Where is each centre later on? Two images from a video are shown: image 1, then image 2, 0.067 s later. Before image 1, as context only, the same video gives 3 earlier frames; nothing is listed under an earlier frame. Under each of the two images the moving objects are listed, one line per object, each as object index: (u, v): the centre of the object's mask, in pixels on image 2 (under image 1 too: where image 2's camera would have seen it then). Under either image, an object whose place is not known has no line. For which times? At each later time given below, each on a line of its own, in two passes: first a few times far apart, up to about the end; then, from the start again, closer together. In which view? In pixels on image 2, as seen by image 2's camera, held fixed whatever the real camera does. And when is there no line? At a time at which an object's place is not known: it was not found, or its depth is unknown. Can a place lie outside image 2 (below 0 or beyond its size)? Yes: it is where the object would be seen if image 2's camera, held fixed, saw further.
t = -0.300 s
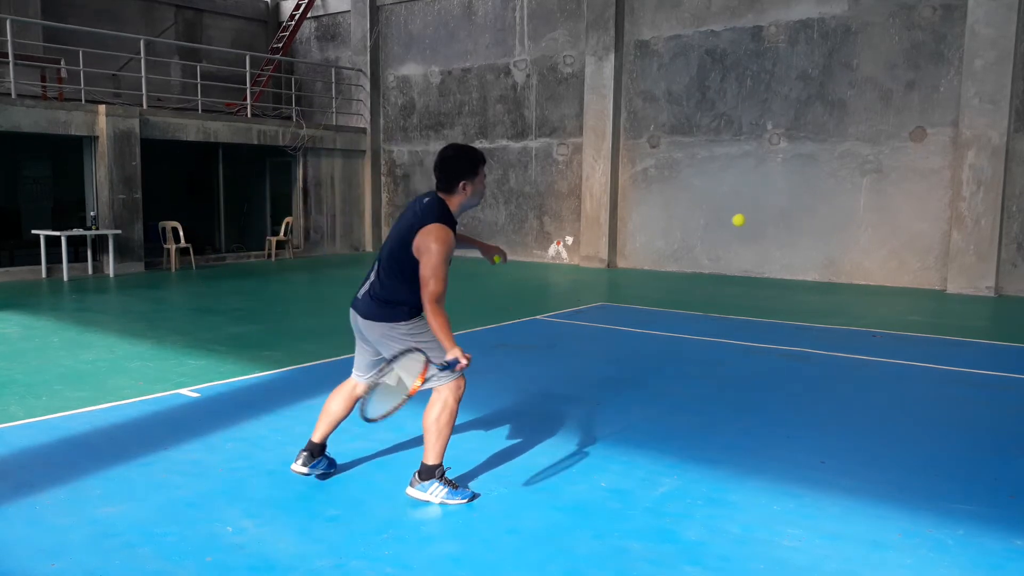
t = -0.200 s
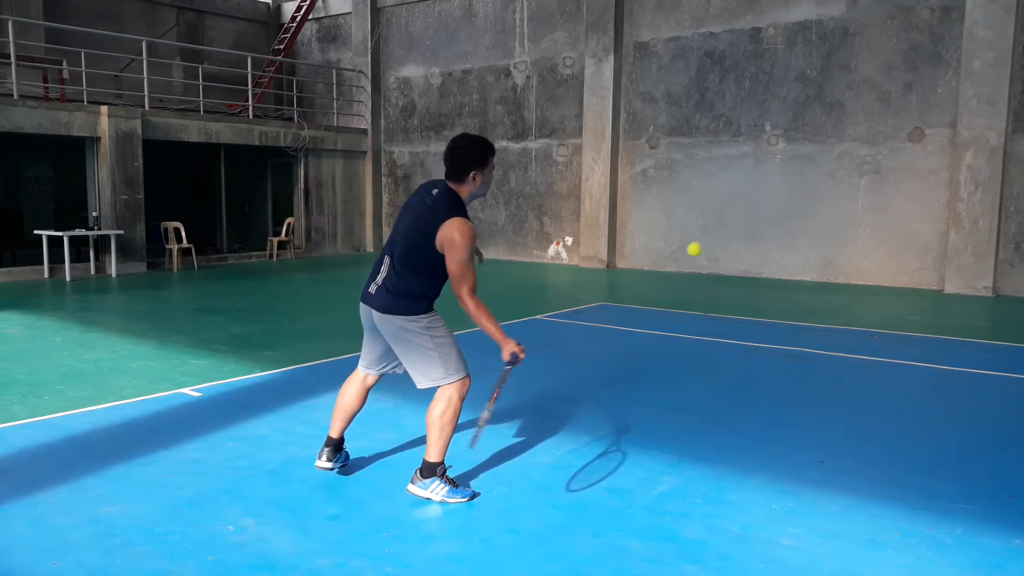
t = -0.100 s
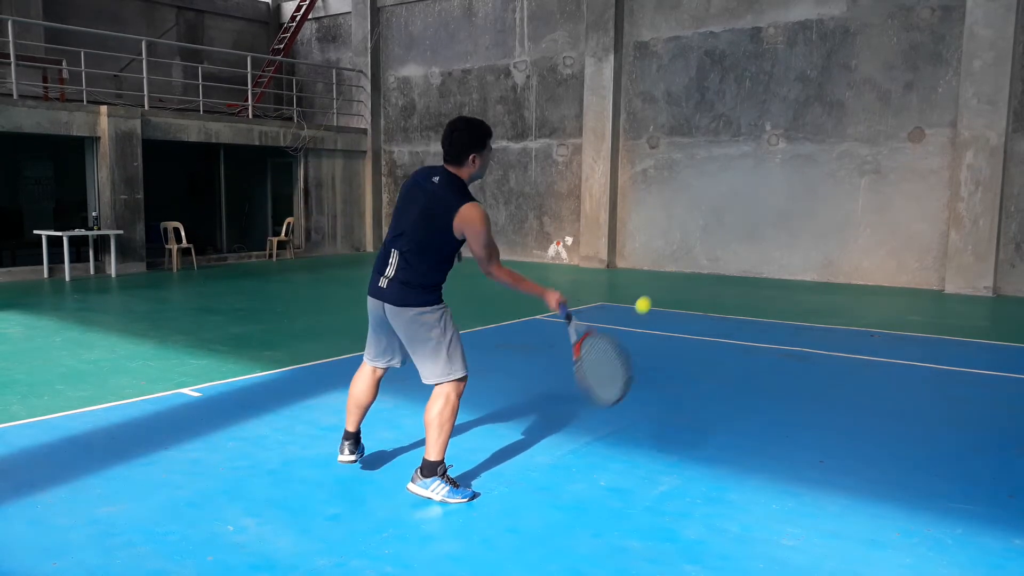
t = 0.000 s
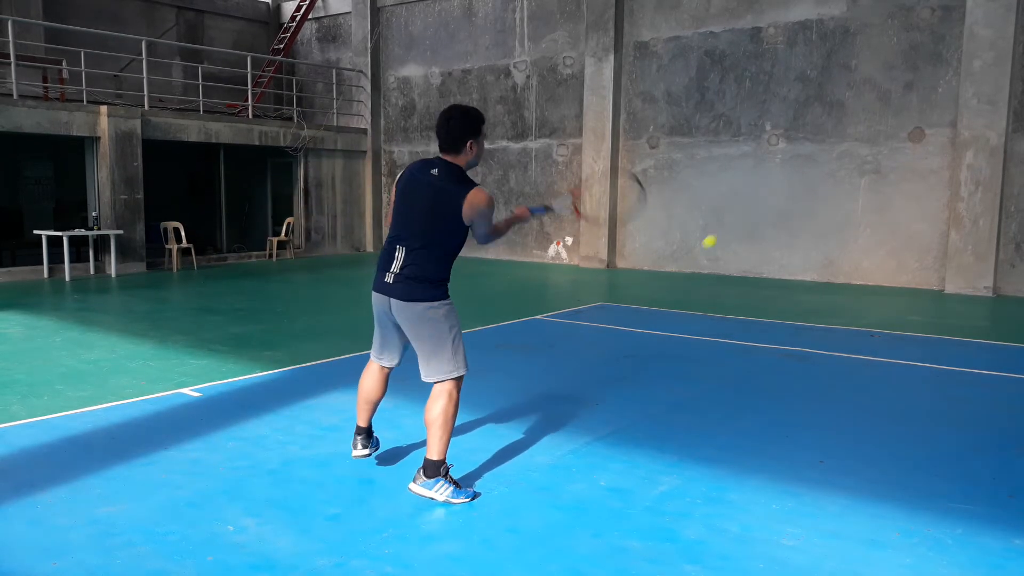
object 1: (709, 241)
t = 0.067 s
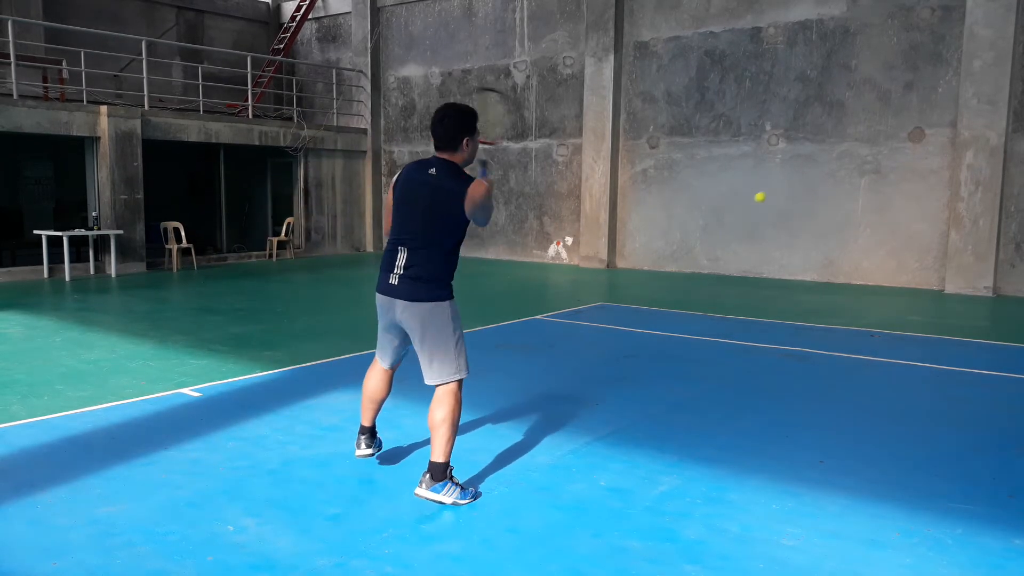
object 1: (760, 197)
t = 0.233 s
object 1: (828, 154)
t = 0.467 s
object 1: (869, 159)
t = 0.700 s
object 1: (776, 183)
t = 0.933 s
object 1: (649, 269)
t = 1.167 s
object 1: (528, 281)
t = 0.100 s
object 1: (778, 182)
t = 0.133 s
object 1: (794, 171)
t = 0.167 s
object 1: (808, 163)
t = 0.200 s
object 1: (819, 157)
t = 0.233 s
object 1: (828, 154)
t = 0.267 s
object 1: (837, 151)
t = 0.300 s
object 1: (845, 151)
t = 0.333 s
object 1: (851, 151)
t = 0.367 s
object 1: (857, 152)
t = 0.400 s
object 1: (863, 154)
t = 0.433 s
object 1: (868, 157)
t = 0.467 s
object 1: (869, 159)
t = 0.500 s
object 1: (858, 160)
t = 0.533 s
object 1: (845, 161)
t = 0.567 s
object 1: (833, 163)
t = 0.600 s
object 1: (819, 166)
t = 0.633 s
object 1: (806, 171)
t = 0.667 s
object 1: (791, 176)
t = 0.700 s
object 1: (776, 183)
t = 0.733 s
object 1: (760, 191)
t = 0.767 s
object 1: (744, 200)
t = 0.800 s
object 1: (726, 211)
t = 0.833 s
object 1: (709, 223)
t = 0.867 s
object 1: (690, 237)
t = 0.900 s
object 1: (670, 252)
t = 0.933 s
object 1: (649, 269)
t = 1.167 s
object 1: (528, 281)
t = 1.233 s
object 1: (498, 260)
